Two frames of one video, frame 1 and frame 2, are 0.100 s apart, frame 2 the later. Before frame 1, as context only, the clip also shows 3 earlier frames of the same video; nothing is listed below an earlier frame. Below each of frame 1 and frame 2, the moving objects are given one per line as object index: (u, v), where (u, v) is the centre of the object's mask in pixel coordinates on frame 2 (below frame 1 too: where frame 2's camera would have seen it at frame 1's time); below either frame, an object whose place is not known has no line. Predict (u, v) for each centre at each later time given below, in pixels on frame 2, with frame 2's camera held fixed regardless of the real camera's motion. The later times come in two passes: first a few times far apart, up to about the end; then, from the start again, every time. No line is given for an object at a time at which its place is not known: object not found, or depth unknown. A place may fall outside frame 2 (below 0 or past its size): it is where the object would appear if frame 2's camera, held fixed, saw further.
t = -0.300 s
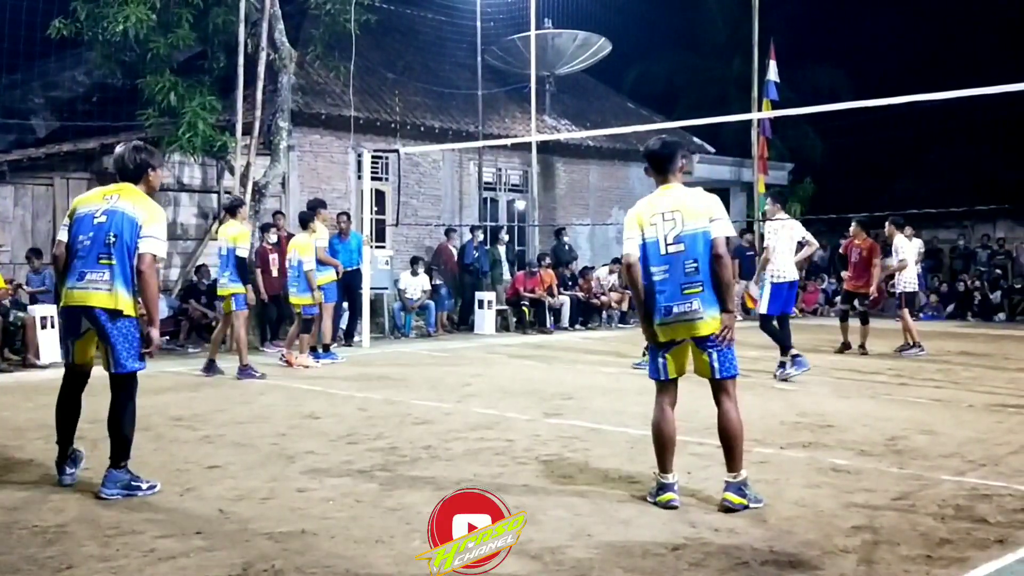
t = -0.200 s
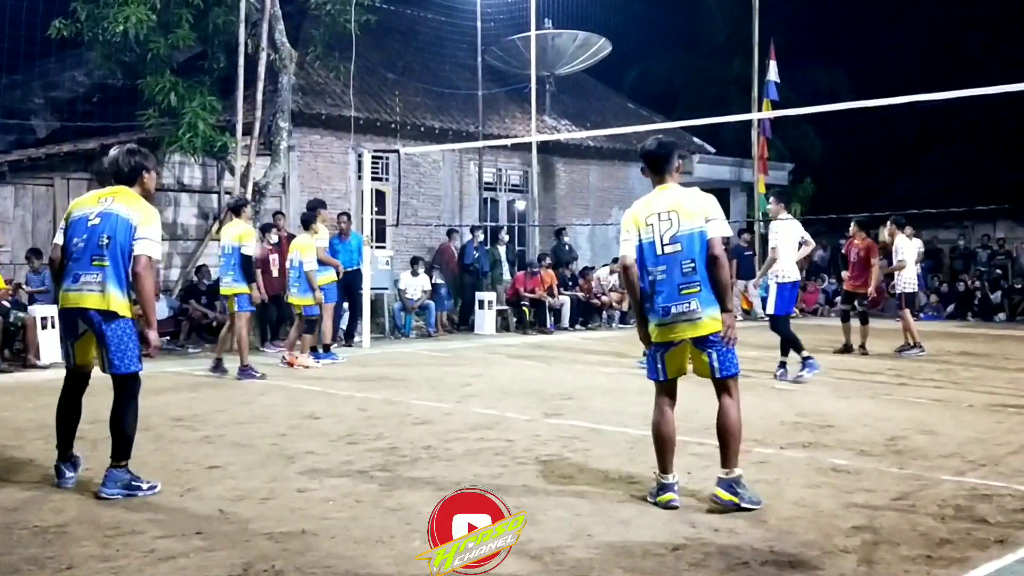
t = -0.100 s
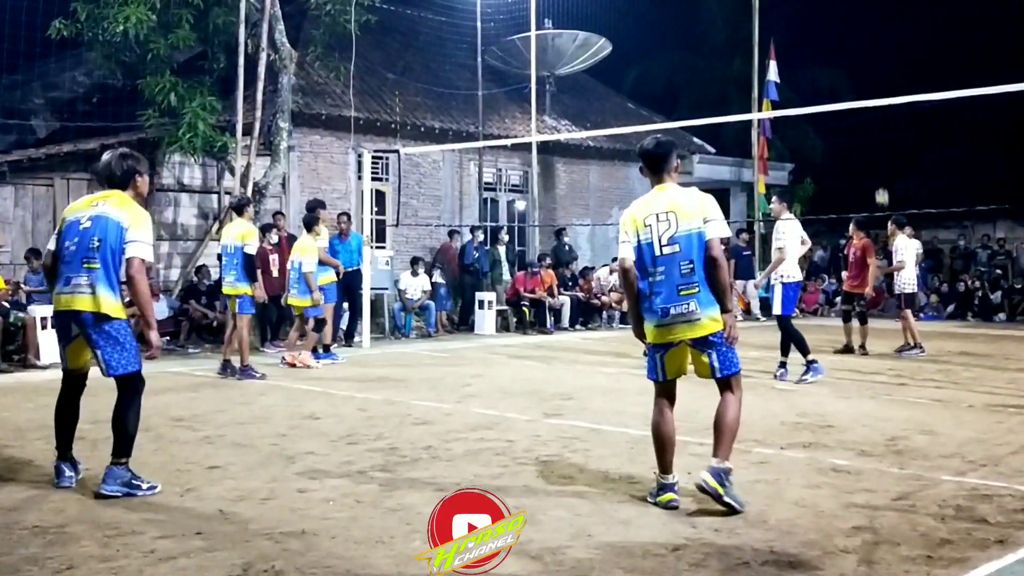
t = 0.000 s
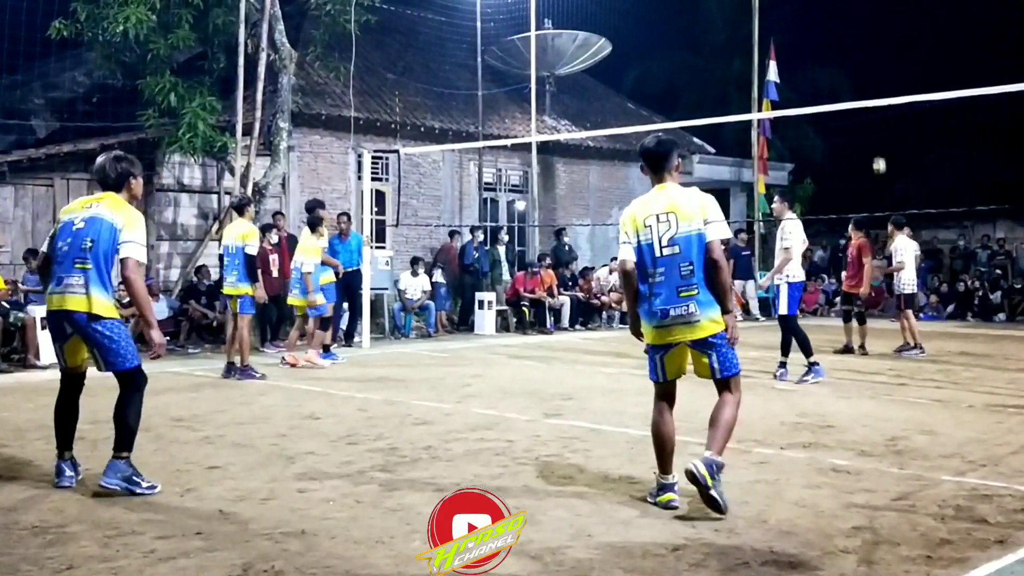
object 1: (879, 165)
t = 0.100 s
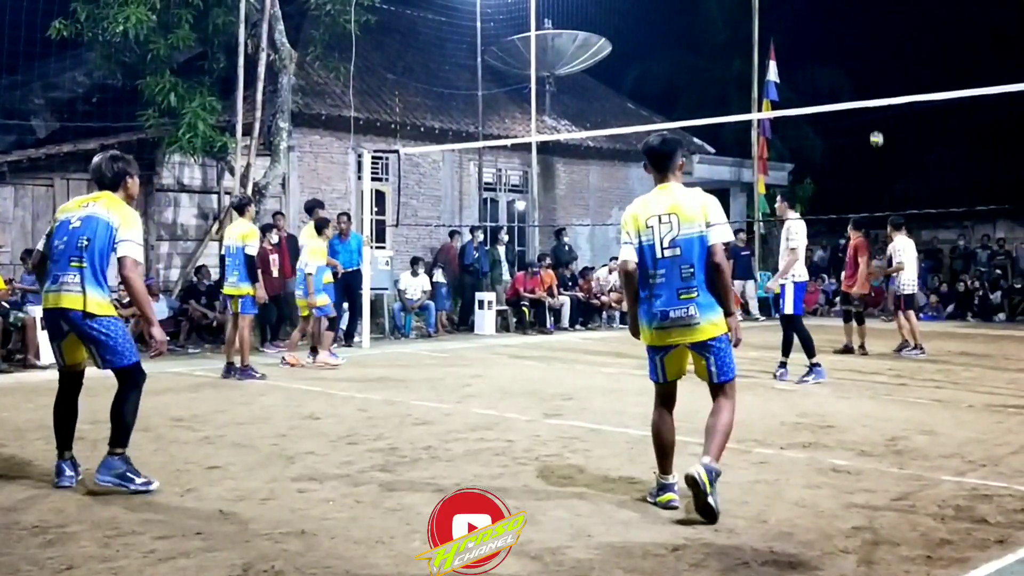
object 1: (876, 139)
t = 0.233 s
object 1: (872, 113)
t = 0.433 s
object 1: (866, 90)
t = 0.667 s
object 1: (858, 93)
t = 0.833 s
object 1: (853, 114)
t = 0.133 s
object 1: (875, 131)
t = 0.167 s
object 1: (874, 124)
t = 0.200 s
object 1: (873, 118)
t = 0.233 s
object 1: (872, 113)
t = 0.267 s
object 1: (872, 110)
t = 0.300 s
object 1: (871, 101)
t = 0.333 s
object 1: (869, 96)
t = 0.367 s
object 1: (868, 94)
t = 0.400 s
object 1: (867, 92)
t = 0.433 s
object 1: (866, 90)
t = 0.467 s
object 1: (865, 89)
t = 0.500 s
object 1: (863, 88)
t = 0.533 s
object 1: (862, 88)
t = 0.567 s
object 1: (861, 88)
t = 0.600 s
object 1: (860, 89)
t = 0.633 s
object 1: (859, 91)
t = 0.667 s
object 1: (858, 93)
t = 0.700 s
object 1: (856, 95)
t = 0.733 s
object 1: (855, 97)
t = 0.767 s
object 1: (855, 100)
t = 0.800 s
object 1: (854, 110)
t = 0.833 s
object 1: (853, 114)
